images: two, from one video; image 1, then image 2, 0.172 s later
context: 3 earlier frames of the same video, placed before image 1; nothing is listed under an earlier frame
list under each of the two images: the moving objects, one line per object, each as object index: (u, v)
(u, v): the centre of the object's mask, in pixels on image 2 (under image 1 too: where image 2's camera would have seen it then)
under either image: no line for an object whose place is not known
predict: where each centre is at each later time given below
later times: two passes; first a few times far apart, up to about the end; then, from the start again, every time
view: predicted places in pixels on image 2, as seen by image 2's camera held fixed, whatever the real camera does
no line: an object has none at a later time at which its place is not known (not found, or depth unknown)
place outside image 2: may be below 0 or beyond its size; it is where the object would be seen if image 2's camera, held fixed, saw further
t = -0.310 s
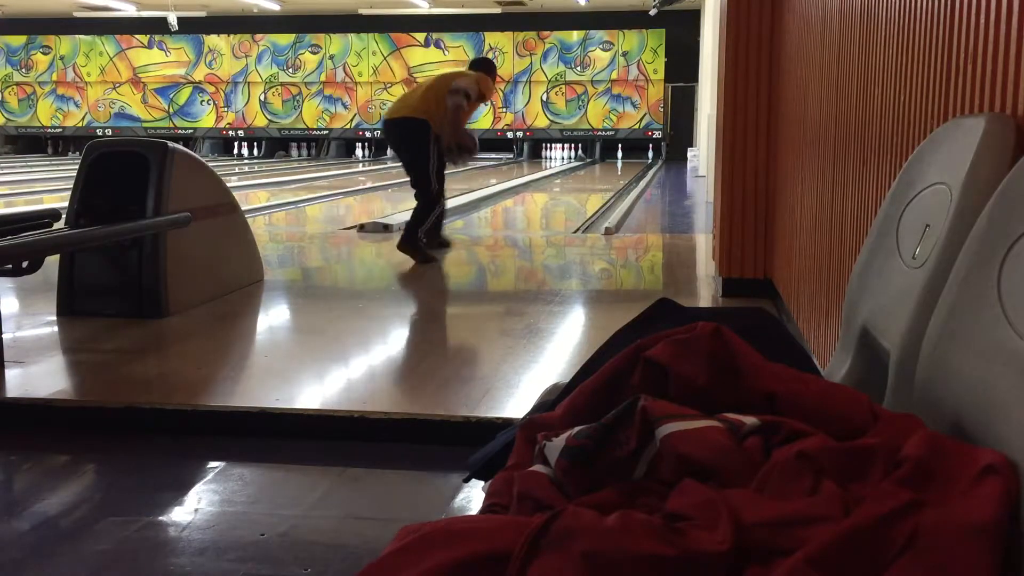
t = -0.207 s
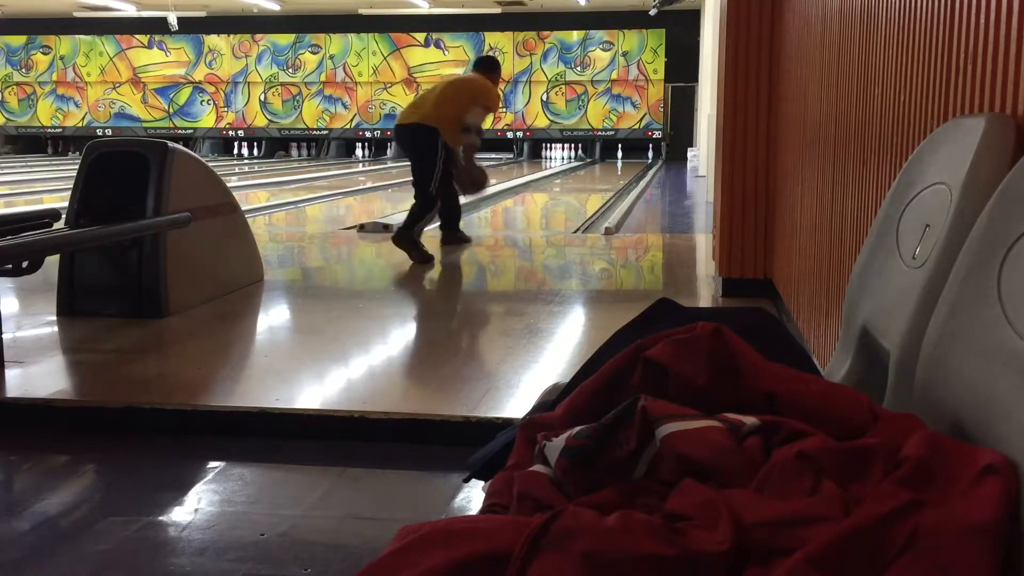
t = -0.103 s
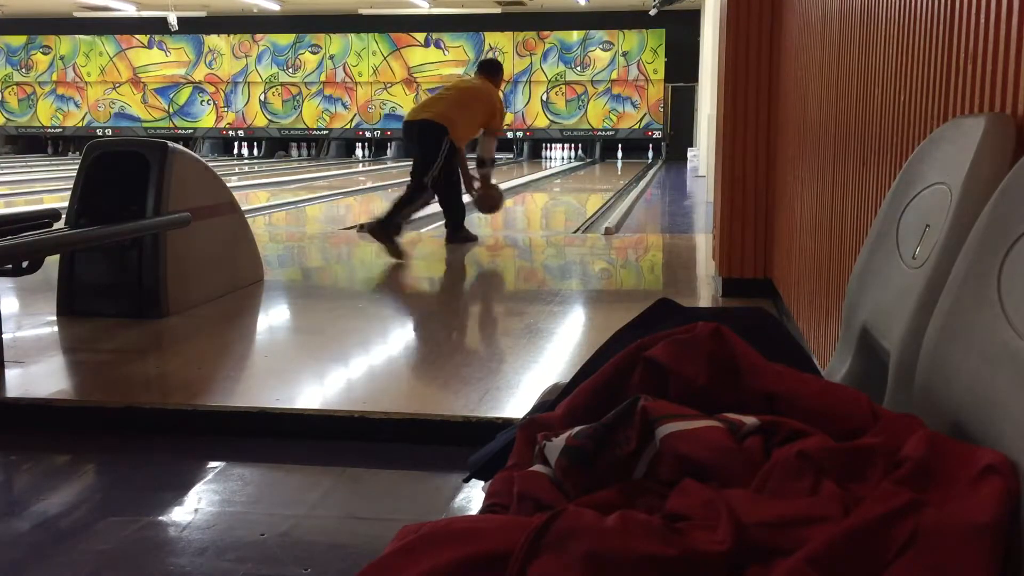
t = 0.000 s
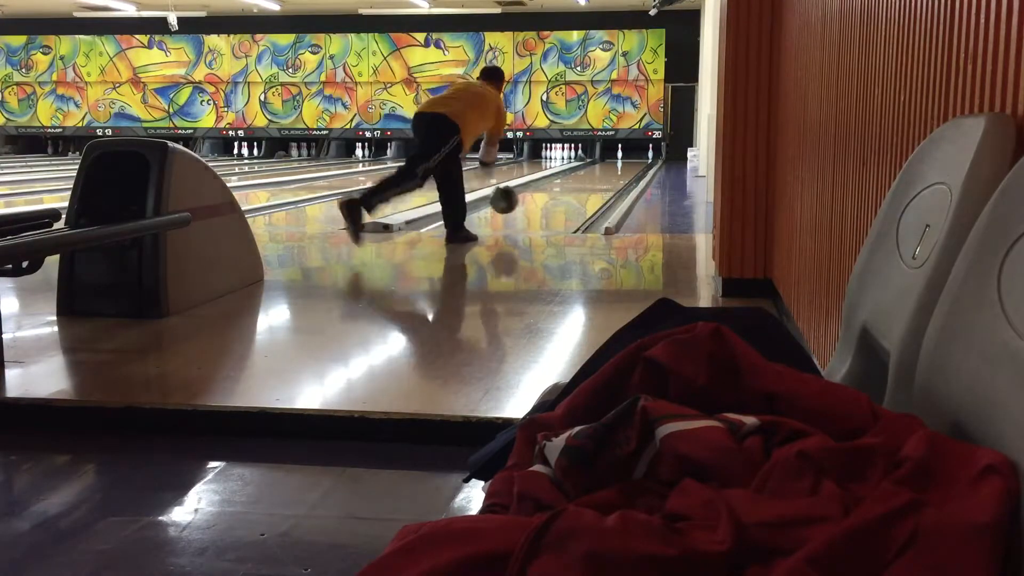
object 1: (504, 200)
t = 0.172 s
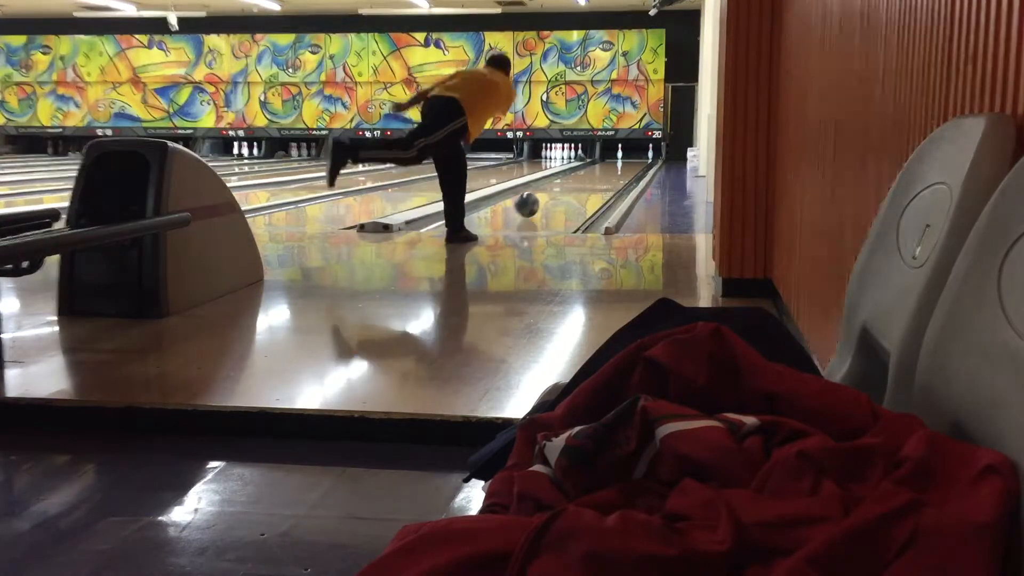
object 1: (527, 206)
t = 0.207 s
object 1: (530, 204)
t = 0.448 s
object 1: (549, 193)
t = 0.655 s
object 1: (560, 186)
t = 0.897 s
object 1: (572, 180)
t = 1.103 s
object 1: (580, 175)
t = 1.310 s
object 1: (588, 170)
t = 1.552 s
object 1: (595, 167)
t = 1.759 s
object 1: (600, 164)
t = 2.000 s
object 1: (605, 162)
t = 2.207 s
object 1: (609, 160)
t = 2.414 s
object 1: (612, 158)
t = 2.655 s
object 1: (617, 157)
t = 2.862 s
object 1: (621, 156)
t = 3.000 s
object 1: (625, 155)
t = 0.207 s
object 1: (530, 204)
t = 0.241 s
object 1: (533, 202)
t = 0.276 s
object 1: (536, 201)
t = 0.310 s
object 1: (539, 199)
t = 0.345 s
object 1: (541, 197)
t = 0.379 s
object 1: (544, 196)
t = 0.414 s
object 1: (546, 195)
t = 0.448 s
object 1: (549, 193)
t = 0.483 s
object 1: (551, 191)
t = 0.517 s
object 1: (553, 190)
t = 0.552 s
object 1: (555, 189)
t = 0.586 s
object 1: (557, 188)
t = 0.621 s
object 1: (559, 187)
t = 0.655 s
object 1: (560, 186)
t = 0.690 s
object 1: (562, 184)
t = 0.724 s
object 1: (564, 184)
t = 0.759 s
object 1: (566, 183)
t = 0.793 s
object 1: (568, 182)
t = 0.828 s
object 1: (569, 181)
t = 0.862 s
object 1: (570, 180)
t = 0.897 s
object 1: (572, 180)
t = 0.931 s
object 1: (574, 179)
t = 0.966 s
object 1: (575, 178)
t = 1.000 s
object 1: (576, 177)
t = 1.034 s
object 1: (577, 176)
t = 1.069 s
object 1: (579, 175)
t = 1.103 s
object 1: (580, 175)
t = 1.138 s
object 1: (581, 175)
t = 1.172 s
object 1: (582, 174)
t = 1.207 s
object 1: (583, 173)
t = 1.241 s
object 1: (586, 171)
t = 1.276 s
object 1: (587, 171)
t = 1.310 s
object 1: (588, 170)
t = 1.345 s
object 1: (589, 170)
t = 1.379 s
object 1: (590, 169)
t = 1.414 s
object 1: (591, 169)
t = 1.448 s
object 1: (593, 168)
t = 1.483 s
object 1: (593, 168)
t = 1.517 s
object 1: (594, 167)
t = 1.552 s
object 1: (595, 167)
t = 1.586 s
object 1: (595, 166)
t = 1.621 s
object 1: (597, 166)
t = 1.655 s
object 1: (597, 166)
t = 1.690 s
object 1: (598, 165)
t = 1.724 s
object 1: (599, 165)
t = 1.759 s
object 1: (600, 164)
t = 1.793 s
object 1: (601, 164)
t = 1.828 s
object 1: (601, 164)
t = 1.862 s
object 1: (602, 163)
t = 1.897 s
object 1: (602, 163)
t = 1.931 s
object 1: (603, 163)
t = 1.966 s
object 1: (604, 163)
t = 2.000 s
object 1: (605, 162)
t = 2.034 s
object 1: (605, 162)
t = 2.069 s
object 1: (606, 161)
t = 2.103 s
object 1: (607, 161)
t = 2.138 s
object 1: (607, 161)
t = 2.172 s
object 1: (608, 160)
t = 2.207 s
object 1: (609, 160)
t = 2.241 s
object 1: (609, 159)
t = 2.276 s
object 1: (610, 159)
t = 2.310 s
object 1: (610, 159)
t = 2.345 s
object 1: (611, 159)
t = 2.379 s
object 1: (611, 158)
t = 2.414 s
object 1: (612, 158)
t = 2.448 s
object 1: (613, 158)
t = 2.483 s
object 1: (614, 157)
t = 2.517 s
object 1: (614, 157)
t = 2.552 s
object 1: (615, 157)
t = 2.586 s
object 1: (616, 157)
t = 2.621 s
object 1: (616, 157)
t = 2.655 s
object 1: (617, 157)
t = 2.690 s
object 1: (617, 157)
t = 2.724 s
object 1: (617, 157)
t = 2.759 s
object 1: (619, 157)
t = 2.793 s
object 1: (620, 156)
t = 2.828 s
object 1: (620, 156)
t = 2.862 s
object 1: (621, 156)
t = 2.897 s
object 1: (621, 155)
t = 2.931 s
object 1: (622, 155)
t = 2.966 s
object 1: (622, 155)
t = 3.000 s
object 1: (625, 155)
